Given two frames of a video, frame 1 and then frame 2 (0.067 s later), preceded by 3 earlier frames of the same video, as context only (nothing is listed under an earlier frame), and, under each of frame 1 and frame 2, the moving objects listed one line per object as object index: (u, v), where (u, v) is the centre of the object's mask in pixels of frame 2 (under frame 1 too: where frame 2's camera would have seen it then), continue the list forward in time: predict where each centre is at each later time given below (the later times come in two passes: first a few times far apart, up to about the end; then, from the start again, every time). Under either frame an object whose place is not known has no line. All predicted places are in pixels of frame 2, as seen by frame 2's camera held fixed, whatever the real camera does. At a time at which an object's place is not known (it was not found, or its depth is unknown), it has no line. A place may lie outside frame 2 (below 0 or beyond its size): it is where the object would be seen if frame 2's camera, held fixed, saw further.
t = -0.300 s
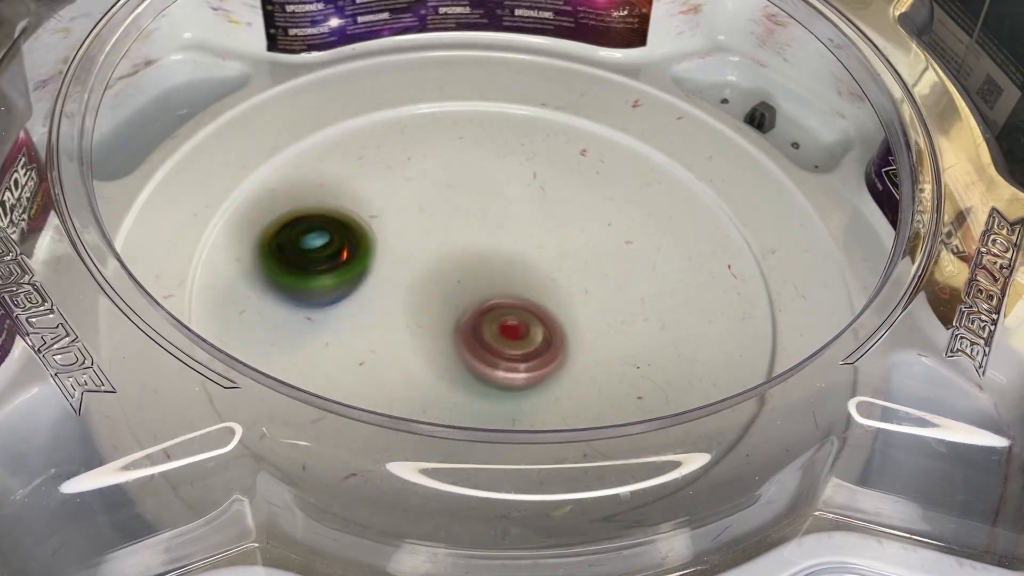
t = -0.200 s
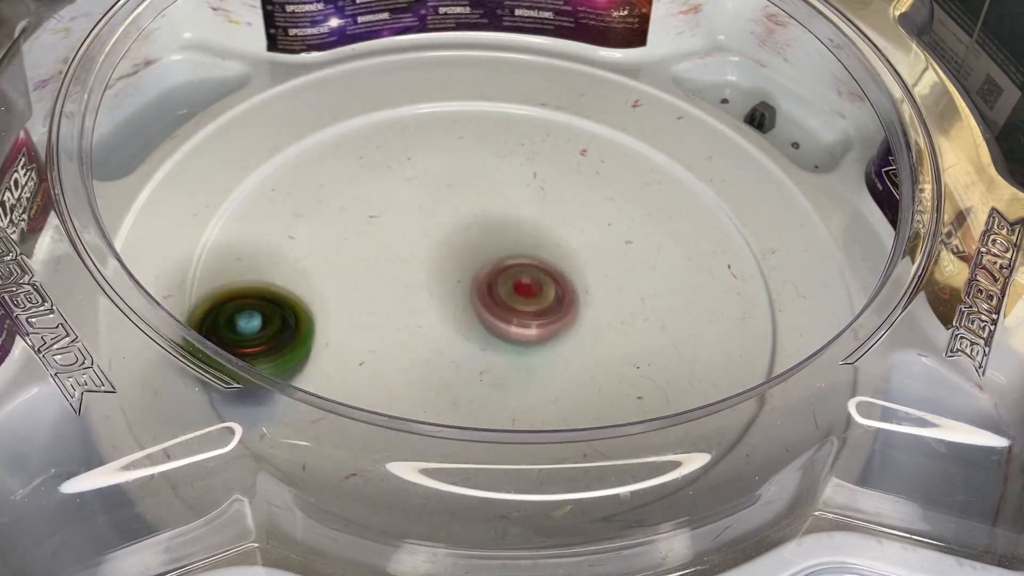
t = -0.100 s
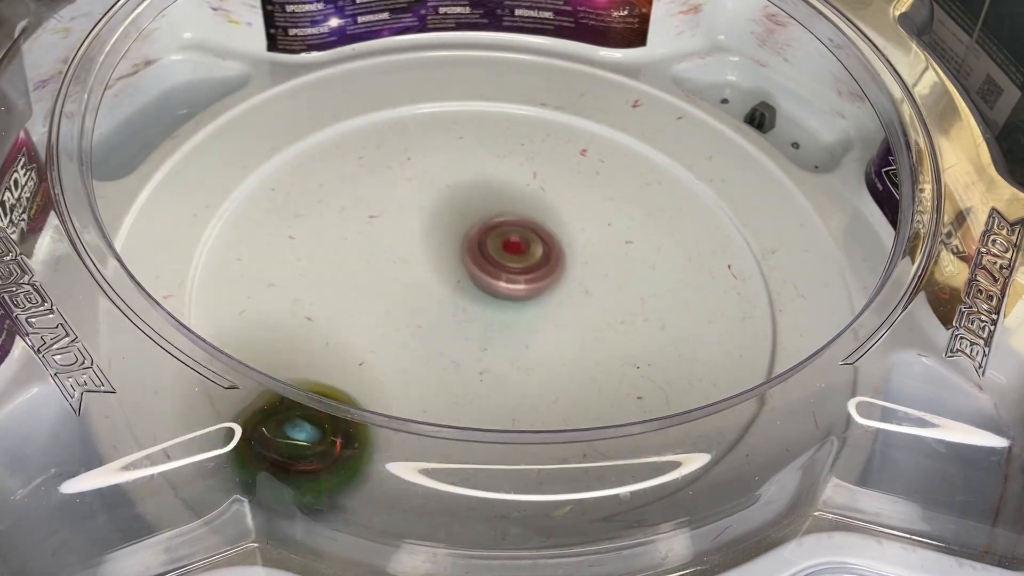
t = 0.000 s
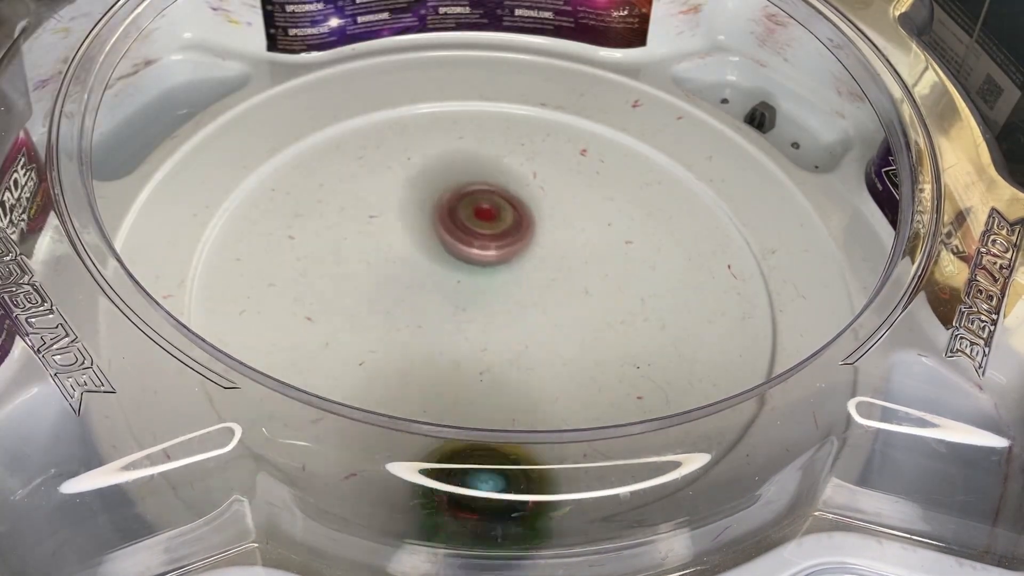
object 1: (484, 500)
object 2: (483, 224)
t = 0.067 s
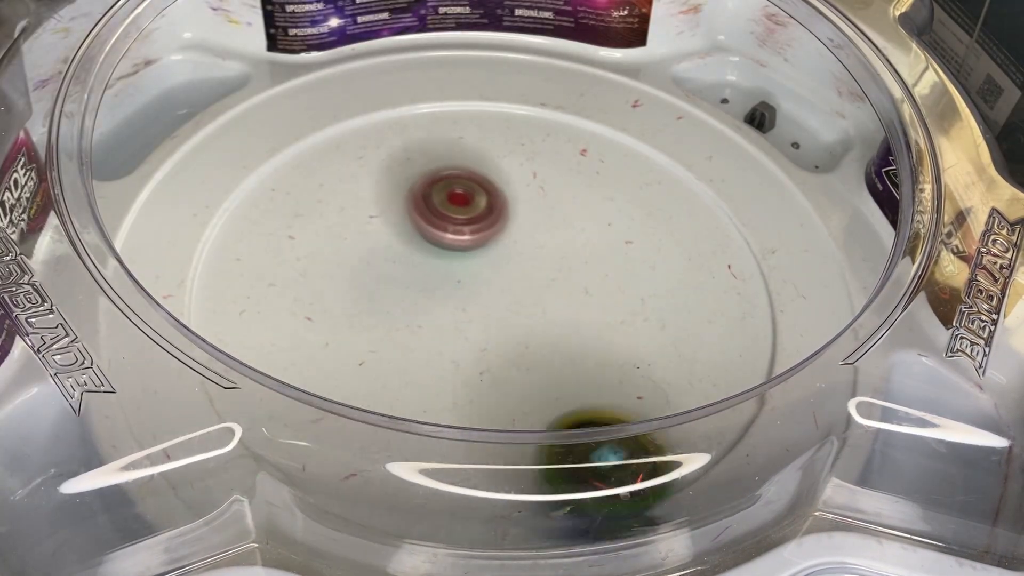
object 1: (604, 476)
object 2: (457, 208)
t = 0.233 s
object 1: (696, 272)
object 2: (390, 207)
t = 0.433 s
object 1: (464, 102)
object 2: (380, 267)
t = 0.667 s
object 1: (256, 349)
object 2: (490, 303)
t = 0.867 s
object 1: (633, 422)
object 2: (571, 262)
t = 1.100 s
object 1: (691, 189)
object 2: (556, 199)
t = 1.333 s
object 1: (424, 109)
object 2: (477, 225)
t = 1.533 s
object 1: (242, 229)
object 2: (474, 296)
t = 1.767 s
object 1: (384, 475)
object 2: (550, 346)
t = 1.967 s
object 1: (683, 407)
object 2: (609, 321)
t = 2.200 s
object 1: (686, 195)
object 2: (551, 272)
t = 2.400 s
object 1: (484, 112)
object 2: (465, 279)
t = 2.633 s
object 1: (265, 215)
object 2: (406, 327)
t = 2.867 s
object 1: (364, 433)
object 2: (456, 362)
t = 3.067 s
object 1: (650, 407)
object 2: (507, 321)
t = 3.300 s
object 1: (683, 209)
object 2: (487, 254)
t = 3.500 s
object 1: (499, 121)
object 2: (435, 224)
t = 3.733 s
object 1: (286, 208)
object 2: (400, 255)
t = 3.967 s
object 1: (368, 411)
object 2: (468, 291)
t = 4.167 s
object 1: (636, 404)
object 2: (537, 279)
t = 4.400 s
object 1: (670, 215)
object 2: (561, 235)
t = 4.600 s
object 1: (541, 116)
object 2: (468, 246)
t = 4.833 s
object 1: (340, 179)
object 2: (432, 301)
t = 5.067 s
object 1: (310, 351)
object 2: (537, 351)
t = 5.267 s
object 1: (436, 481)
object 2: (665, 308)
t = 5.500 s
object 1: (648, 375)
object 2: (648, 229)
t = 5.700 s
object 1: (618, 254)
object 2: (537, 184)
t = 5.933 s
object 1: (531, 290)
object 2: (310, 118)
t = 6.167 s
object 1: (534, 364)
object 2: (290, 263)
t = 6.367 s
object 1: (591, 347)
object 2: (402, 319)
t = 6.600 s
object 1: (591, 270)
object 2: (430, 301)
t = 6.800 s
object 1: (507, 227)
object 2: (452, 298)
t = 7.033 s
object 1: (425, 253)
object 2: (469, 344)
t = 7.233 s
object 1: (438, 291)
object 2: (529, 381)
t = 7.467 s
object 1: (508, 246)
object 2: (586, 384)
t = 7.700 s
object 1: (421, 168)
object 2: (612, 371)
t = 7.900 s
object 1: (355, 224)
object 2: (570, 324)
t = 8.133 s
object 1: (408, 303)
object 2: (571, 279)
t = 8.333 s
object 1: (504, 313)
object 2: (570, 235)
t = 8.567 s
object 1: (518, 276)
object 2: (565, 182)
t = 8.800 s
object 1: (477, 295)
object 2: (528, 181)
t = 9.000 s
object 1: (490, 320)
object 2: (497, 225)
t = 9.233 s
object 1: (550, 382)
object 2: (471, 226)
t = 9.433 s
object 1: (600, 347)
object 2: (437, 256)
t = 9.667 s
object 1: (535, 287)
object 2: (393, 289)
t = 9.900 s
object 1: (463, 288)
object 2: (349, 310)
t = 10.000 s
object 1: (459, 299)
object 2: (343, 317)
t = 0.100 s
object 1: (653, 435)
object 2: (443, 204)
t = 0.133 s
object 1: (688, 398)
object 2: (429, 201)
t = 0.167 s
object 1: (703, 356)
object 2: (415, 201)
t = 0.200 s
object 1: (706, 314)
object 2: (402, 203)
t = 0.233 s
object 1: (696, 272)
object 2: (390, 207)
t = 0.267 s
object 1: (675, 230)
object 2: (380, 213)
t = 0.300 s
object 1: (643, 195)
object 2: (373, 221)
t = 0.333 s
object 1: (605, 162)
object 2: (369, 232)
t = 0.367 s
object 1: (561, 134)
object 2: (369, 243)
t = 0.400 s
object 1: (514, 112)
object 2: (373, 255)
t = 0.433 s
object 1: (464, 102)
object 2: (380, 267)
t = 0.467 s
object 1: (408, 107)
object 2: (390, 277)
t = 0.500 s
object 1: (353, 124)
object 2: (404, 287)
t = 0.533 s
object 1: (305, 153)
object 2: (419, 294)
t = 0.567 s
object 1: (263, 190)
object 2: (436, 300)
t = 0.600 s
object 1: (235, 235)
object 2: (454, 304)
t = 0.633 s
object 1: (232, 292)
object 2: (473, 305)
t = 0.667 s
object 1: (256, 349)
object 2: (490, 303)
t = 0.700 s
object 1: (294, 406)
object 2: (508, 300)
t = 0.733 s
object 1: (350, 450)
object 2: (524, 295)
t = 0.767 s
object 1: (418, 486)
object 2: (539, 289)
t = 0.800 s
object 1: (505, 490)
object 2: (551, 281)
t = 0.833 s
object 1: (574, 476)
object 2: (562, 272)
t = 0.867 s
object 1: (633, 422)
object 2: (571, 262)
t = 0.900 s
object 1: (684, 411)
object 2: (576, 252)
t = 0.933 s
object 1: (715, 376)
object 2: (580, 241)
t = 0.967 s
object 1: (735, 336)
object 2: (580, 231)
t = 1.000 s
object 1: (740, 296)
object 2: (578, 222)
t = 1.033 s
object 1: (732, 257)
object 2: (573, 213)
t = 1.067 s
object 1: (716, 221)
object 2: (566, 205)
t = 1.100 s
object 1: (691, 189)
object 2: (556, 199)
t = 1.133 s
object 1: (660, 163)
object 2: (544, 196)
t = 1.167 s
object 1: (625, 143)
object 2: (532, 195)
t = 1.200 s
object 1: (587, 126)
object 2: (518, 196)
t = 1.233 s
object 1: (547, 114)
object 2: (506, 200)
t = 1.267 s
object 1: (504, 107)
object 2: (494, 207)
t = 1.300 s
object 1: (464, 107)
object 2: (484, 215)
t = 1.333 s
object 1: (424, 109)
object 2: (477, 225)
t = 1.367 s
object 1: (385, 117)
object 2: (471, 236)
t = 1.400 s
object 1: (348, 130)
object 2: (467, 248)
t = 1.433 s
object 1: (313, 149)
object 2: (466, 260)
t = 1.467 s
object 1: (284, 172)
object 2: (467, 272)
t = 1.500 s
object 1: (261, 198)
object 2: (470, 284)
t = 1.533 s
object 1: (242, 229)
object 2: (474, 296)
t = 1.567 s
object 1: (233, 262)
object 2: (481, 307)
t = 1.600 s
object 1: (234, 298)
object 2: (489, 317)
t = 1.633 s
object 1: (253, 327)
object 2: (500, 327)
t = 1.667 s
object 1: (268, 373)
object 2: (511, 334)
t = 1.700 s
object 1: (298, 411)
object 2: (524, 340)
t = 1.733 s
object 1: (337, 440)
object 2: (537, 344)
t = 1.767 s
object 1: (384, 475)
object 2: (550, 346)
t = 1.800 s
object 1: (437, 490)
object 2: (563, 347)
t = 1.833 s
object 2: (575, 346)
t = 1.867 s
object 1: (556, 479)
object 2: (588, 343)
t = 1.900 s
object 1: (603, 458)
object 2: (598, 337)
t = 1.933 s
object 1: (643, 420)
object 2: (605, 329)
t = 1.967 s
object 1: (683, 407)
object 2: (609, 321)
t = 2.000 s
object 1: (708, 381)
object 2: (609, 312)
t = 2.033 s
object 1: (725, 347)
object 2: (605, 303)
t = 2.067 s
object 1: (733, 317)
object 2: (600, 295)
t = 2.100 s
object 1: (733, 283)
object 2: (591, 288)
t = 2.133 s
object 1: (723, 251)
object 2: (579, 281)
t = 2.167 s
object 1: (708, 222)
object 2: (565, 276)
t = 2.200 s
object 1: (686, 195)
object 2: (551, 272)
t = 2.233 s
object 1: (660, 171)
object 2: (537, 270)
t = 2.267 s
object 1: (630, 152)
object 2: (522, 269)
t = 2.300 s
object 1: (597, 136)
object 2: (508, 270)
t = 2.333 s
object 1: (560, 124)
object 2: (493, 272)
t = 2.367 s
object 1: (522, 115)
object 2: (478, 275)
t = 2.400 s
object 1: (484, 112)
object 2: (465, 279)
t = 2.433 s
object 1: (447, 113)
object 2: (451, 284)
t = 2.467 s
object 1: (408, 118)
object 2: (439, 289)
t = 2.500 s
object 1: (373, 128)
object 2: (429, 295)
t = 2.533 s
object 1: (339, 142)
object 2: (420, 303)
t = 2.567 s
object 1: (310, 162)
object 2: (413, 311)
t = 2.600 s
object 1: (283, 186)
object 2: (409, 319)
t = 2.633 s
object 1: (265, 215)
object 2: (406, 327)
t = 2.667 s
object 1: (252, 246)
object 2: (406, 336)
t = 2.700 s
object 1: (248, 280)
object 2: (408, 344)
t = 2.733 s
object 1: (255, 311)
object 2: (413, 351)
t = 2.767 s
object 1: (276, 338)
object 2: (422, 357)
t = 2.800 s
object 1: (294, 380)
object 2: (432, 361)
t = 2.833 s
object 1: (326, 412)
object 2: (443, 363)
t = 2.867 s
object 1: (364, 433)
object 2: (456, 362)
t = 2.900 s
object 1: (410, 448)
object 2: (469, 359)
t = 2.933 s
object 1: (471, 459)
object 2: (479, 354)
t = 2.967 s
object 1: (520, 462)
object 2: (489, 348)
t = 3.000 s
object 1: (570, 453)
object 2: (497, 340)
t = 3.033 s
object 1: (614, 439)
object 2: (503, 331)
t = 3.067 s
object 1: (650, 407)
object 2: (507, 321)
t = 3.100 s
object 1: (680, 387)
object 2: (508, 311)
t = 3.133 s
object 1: (700, 356)
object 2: (509, 301)
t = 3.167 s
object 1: (714, 328)
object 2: (507, 290)
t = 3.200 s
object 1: (717, 297)
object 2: (503, 280)
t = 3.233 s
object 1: (713, 266)
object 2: (499, 271)
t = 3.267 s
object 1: (701, 236)
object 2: (493, 262)
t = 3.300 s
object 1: (683, 209)
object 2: (487, 254)
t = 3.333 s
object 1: (660, 186)
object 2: (480, 247)
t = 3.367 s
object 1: (632, 164)
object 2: (473, 239)
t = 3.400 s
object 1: (602, 148)
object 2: (464, 234)
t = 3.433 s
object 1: (569, 135)
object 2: (455, 229)
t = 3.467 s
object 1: (535, 126)
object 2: (445, 226)
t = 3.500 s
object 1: (499, 121)
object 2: (435, 224)
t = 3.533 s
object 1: (462, 121)
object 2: (425, 223)
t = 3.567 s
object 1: (426, 125)
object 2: (416, 224)
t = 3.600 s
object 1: (391, 133)
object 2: (409, 228)
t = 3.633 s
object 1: (359, 146)
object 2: (403, 233)
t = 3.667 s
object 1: (331, 162)
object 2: (399, 238)
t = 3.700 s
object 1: (306, 183)
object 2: (398, 246)
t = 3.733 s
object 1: (286, 208)
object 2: (400, 255)
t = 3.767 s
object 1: (272, 237)
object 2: (406, 263)
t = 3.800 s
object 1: (265, 267)
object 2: (414, 270)
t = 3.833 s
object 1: (268, 300)
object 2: (423, 276)
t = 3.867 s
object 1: (282, 330)
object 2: (433, 282)
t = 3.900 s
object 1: (302, 364)
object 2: (444, 286)
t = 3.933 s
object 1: (330, 391)
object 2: (456, 289)
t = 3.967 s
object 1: (368, 411)
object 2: (468, 291)
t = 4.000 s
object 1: (414, 435)
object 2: (480, 292)
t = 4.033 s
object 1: (463, 427)
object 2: (493, 291)
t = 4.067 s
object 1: (511, 444)
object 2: (505, 290)
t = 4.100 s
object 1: (557, 425)
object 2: (517, 287)
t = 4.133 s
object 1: (601, 428)
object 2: (528, 284)
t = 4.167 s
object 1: (636, 404)
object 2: (537, 279)
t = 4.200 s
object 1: (661, 376)
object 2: (546, 273)
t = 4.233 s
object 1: (685, 357)
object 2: (553, 267)
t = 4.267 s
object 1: (697, 329)
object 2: (558, 261)
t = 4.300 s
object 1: (702, 298)
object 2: (563, 254)
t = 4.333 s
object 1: (698, 269)
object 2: (564, 248)
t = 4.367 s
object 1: (687, 241)
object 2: (564, 241)
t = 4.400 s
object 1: (670, 215)
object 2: (561, 235)
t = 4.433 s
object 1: (659, 190)
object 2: (544, 230)
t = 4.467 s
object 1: (646, 169)
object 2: (524, 230)
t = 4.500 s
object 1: (625, 150)
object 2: (507, 231)
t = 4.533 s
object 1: (600, 135)
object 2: (491, 235)
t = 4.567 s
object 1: (572, 123)
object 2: (478, 240)
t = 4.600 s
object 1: (541, 116)
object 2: (468, 246)
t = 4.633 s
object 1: (509, 112)
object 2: (459, 252)
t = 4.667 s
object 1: (477, 112)
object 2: (450, 260)
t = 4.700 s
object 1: (445, 117)
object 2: (444, 268)
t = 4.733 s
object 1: (415, 126)
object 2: (439, 276)
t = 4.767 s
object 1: (387, 140)
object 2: (435, 285)
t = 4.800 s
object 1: (361, 158)
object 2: (433, 293)
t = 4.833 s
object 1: (340, 179)
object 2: (432, 301)
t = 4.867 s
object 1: (324, 205)
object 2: (433, 309)
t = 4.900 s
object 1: (314, 233)
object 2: (434, 317)
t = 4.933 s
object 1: (311, 262)
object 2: (438, 324)
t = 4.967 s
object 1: (316, 292)
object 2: (443, 330)
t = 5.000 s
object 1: (328, 322)
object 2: (450, 336)
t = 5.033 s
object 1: (319, 342)
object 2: (490, 345)
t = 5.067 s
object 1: (310, 351)
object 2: (537, 351)
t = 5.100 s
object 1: (304, 380)
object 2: (575, 352)
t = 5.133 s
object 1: (317, 396)
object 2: (605, 349)
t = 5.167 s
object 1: (334, 423)
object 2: (625, 341)
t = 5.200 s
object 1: (360, 442)
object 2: (642, 331)
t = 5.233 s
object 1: (388, 470)
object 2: (656, 320)
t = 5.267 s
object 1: (436, 481)
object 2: (665, 308)
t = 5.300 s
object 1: (480, 472)
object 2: (673, 296)
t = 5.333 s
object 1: (520, 470)
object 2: (677, 284)
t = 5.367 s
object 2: (676, 271)
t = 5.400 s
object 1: (588, 443)
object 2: (674, 258)
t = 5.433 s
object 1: (616, 426)
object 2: (667, 248)
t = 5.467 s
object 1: (636, 401)
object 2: (659, 238)
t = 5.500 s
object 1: (648, 375)
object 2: (648, 229)
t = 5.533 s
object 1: (659, 354)
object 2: (634, 222)
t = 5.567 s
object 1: (660, 326)
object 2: (619, 216)
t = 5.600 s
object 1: (655, 299)
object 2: (604, 213)
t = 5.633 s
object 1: (646, 281)
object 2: (584, 204)
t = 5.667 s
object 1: (635, 269)
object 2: (561, 191)
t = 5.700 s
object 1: (618, 254)
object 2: (537, 184)
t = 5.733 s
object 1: (598, 240)
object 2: (517, 180)
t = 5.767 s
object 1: (591, 248)
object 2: (480, 157)
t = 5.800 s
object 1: (581, 259)
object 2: (443, 136)
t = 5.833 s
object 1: (568, 268)
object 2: (405, 121)
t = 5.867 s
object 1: (553, 274)
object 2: (368, 113)
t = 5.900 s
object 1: (541, 281)
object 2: (333, 109)
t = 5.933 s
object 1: (531, 290)
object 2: (310, 118)
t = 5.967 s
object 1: (522, 299)
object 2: (292, 140)
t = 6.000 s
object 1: (516, 310)
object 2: (279, 161)
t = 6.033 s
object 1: (511, 323)
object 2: (271, 181)
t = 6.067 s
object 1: (512, 335)
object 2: (267, 202)
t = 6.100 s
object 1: (516, 347)
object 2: (270, 223)
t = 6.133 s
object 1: (524, 357)
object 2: (278, 244)
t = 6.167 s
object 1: (534, 364)
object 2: (290, 263)
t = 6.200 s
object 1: (546, 369)
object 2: (306, 280)
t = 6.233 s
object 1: (559, 371)
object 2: (324, 293)
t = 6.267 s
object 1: (571, 369)
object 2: (344, 304)
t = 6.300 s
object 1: (581, 364)
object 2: (364, 311)
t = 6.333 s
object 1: (588, 357)
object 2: (384, 316)
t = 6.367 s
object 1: (591, 347)
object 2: (402, 319)
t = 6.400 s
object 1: (590, 337)
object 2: (421, 320)
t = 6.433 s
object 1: (584, 325)
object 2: (440, 320)
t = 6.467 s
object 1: (575, 314)
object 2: (456, 320)
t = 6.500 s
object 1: (577, 304)
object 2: (456, 315)
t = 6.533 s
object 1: (574, 294)
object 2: (459, 310)
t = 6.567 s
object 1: (587, 281)
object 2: (441, 305)
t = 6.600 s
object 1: (591, 270)
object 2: (430, 301)
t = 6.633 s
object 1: (588, 258)
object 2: (427, 298)
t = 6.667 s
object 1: (578, 248)
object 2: (428, 298)
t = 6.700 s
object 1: (564, 239)
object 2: (434, 298)
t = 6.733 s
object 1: (548, 232)
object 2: (440, 299)
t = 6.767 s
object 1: (527, 228)
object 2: (446, 299)
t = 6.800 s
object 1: (507, 227)
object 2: (452, 298)
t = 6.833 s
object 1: (496, 223)
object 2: (448, 307)
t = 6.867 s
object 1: (484, 220)
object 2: (444, 315)
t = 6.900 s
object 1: (469, 222)
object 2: (446, 320)
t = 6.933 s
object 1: (455, 227)
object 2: (450, 325)
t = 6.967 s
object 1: (441, 235)
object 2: (455, 329)
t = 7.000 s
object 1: (431, 245)
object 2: (460, 333)
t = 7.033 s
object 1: (425, 253)
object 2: (469, 344)
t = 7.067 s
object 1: (419, 255)
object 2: (480, 362)
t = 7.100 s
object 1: (417, 262)
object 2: (490, 372)
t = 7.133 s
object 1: (418, 269)
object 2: (499, 377)
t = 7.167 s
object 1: (421, 277)
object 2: (509, 380)
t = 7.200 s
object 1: (429, 285)
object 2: (519, 381)
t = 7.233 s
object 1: (438, 291)
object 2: (529, 381)
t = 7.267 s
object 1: (450, 295)
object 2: (538, 380)
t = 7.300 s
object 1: (464, 297)
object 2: (547, 378)
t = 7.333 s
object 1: (477, 297)
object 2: (555, 375)
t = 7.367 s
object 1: (490, 294)
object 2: (561, 370)
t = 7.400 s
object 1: (502, 288)
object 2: (566, 364)
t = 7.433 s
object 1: (509, 272)
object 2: (576, 372)
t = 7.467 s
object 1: (508, 246)
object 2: (586, 384)
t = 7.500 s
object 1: (505, 227)
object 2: (594, 388)
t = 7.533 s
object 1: (498, 211)
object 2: (599, 388)
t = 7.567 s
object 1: (487, 199)
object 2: (604, 387)
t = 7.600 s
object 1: (473, 187)
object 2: (609, 384)
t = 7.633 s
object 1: (457, 178)
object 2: (613, 382)
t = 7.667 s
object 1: (439, 171)
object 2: (614, 378)
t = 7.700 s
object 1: (421, 168)
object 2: (612, 371)
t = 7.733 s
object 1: (404, 168)
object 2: (609, 363)
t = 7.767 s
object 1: (387, 172)
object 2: (603, 355)
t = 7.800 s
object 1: (373, 180)
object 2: (596, 347)
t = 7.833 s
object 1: (362, 192)
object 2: (589, 340)
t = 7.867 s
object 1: (356, 207)
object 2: (580, 332)
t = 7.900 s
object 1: (355, 224)
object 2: (570, 324)
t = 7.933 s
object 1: (362, 242)
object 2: (561, 317)
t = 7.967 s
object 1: (372, 260)
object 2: (550, 309)
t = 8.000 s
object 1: (389, 276)
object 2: (540, 301)
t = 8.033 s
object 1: (408, 288)
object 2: (530, 293)
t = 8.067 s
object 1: (407, 293)
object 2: (545, 289)
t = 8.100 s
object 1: (404, 298)
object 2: (562, 285)
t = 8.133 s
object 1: (408, 303)
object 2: (571, 279)
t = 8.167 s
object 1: (419, 310)
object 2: (574, 272)
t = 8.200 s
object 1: (434, 316)
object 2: (575, 264)
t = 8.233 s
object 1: (451, 320)
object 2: (574, 256)
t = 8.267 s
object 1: (469, 321)
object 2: (573, 249)
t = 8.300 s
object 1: (488, 318)
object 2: (572, 241)
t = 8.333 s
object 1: (504, 313)
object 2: (570, 235)
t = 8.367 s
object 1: (516, 306)
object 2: (570, 227)
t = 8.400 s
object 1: (522, 301)
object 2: (572, 216)
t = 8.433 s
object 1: (528, 294)
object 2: (570, 209)
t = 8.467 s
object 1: (530, 286)
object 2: (569, 202)
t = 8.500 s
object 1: (528, 280)
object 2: (569, 194)
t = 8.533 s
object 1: (523, 278)
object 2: (568, 187)
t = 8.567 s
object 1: (518, 276)
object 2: (565, 182)
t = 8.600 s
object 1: (511, 276)
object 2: (561, 178)
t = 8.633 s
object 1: (504, 276)
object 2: (557, 175)
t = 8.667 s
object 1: (497, 279)
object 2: (553, 173)
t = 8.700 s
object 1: (490, 281)
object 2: (548, 171)
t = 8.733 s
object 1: (484, 285)
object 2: (541, 173)
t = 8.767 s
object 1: (479, 290)
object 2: (535, 176)
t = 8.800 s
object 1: (477, 295)
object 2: (528, 181)
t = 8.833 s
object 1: (475, 301)
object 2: (522, 186)
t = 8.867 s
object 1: (475, 306)
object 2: (517, 193)
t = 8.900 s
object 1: (477, 311)
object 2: (512, 199)
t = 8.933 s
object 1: (479, 315)
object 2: (507, 208)
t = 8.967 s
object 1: (484, 318)
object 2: (502, 216)
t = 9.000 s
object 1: (490, 320)
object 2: (497, 225)
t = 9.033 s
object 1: (495, 321)
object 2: (492, 232)
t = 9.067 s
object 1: (495, 341)
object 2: (492, 223)
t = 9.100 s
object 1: (500, 355)
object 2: (492, 217)
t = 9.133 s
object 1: (508, 366)
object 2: (490, 217)
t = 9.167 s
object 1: (519, 375)
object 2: (484, 219)
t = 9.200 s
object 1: (534, 380)
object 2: (477, 222)
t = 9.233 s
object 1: (550, 382)
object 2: (471, 226)
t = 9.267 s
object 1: (566, 382)
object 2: (465, 231)
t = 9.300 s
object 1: (580, 379)
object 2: (458, 235)
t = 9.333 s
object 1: (591, 375)
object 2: (452, 240)
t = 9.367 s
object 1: (599, 367)
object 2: (447, 245)
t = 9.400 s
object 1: (601, 357)
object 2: (442, 250)
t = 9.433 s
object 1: (600, 347)
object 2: (437, 256)
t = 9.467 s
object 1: (596, 336)
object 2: (433, 261)
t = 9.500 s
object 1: (588, 324)
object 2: (429, 267)
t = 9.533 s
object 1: (577, 313)
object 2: (426, 273)
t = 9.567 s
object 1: (562, 304)
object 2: (423, 279)
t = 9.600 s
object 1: (546, 296)
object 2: (422, 286)
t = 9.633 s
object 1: (537, 291)
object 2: (412, 289)
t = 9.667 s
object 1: (535, 287)
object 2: (393, 289)
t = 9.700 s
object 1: (527, 283)
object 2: (383, 291)
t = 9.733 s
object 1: (517, 280)
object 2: (376, 295)
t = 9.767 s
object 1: (505, 278)
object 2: (370, 298)
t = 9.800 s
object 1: (493, 279)
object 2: (365, 301)
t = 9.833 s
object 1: (481, 280)
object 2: (360, 304)
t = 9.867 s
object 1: (469, 284)
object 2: (355, 307)
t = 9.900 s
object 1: (463, 288)
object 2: (349, 310)
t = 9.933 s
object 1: (461, 291)
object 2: (344, 312)
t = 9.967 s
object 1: (459, 296)
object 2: (342, 315)
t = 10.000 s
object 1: (459, 299)
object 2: (343, 317)
